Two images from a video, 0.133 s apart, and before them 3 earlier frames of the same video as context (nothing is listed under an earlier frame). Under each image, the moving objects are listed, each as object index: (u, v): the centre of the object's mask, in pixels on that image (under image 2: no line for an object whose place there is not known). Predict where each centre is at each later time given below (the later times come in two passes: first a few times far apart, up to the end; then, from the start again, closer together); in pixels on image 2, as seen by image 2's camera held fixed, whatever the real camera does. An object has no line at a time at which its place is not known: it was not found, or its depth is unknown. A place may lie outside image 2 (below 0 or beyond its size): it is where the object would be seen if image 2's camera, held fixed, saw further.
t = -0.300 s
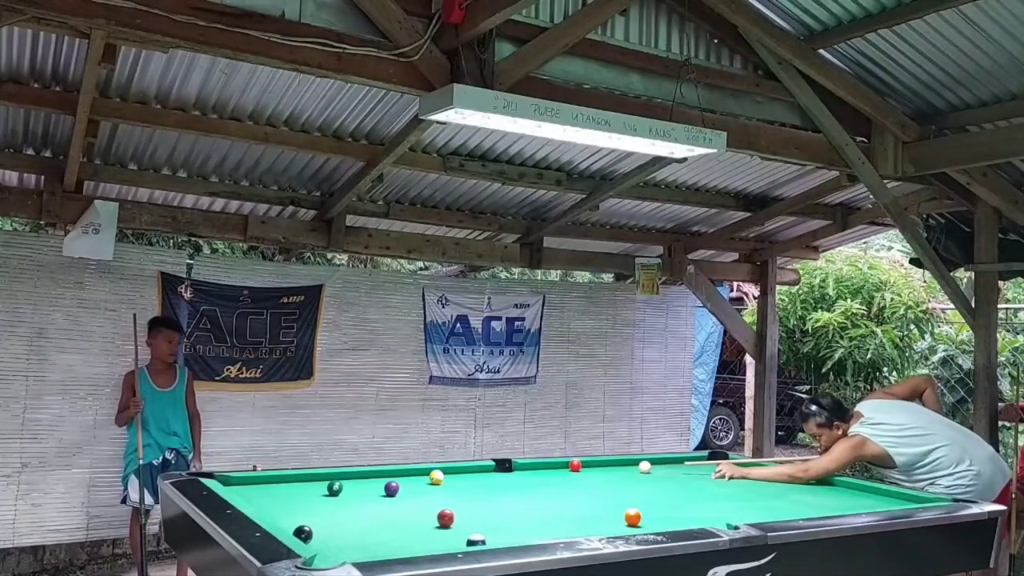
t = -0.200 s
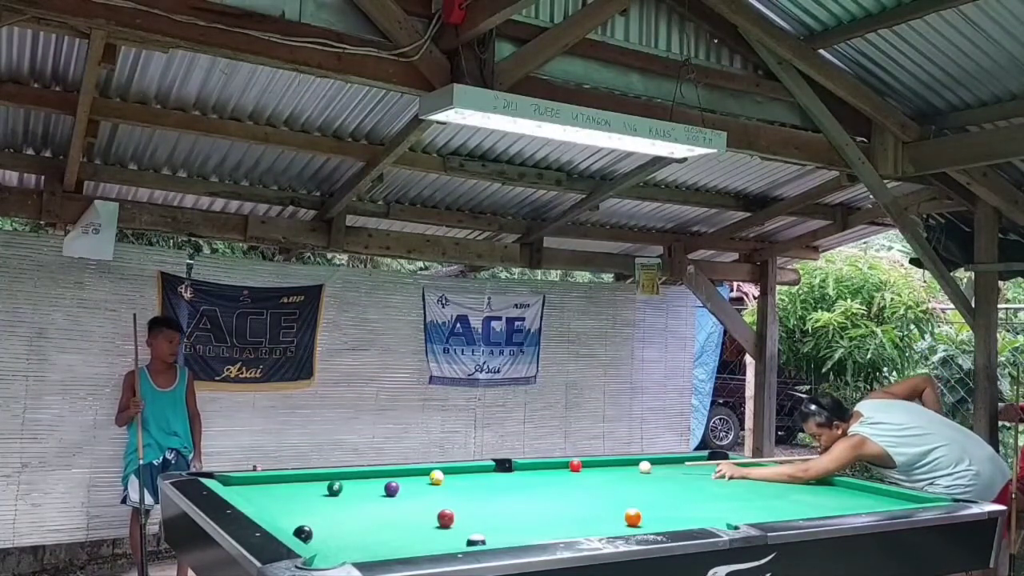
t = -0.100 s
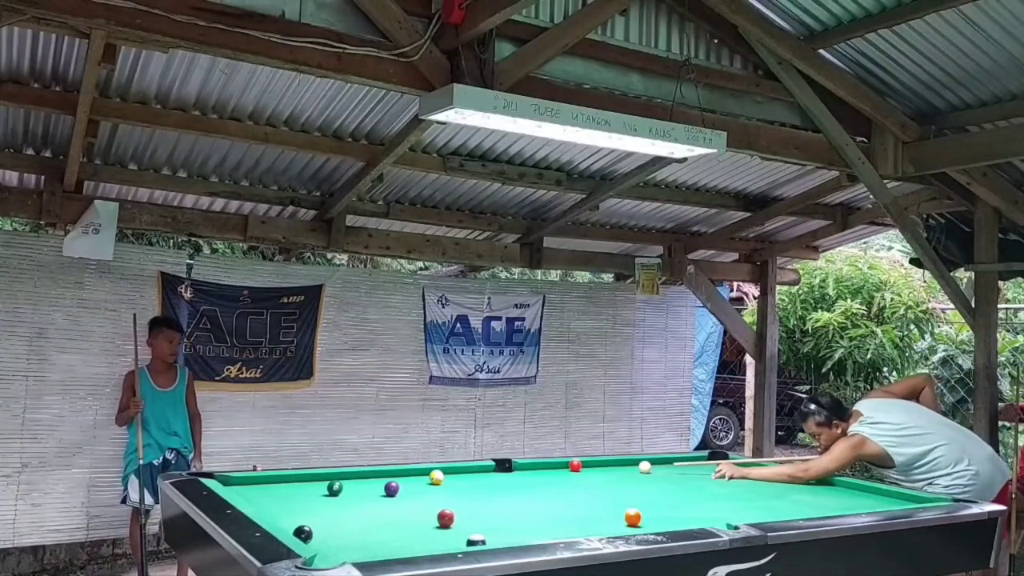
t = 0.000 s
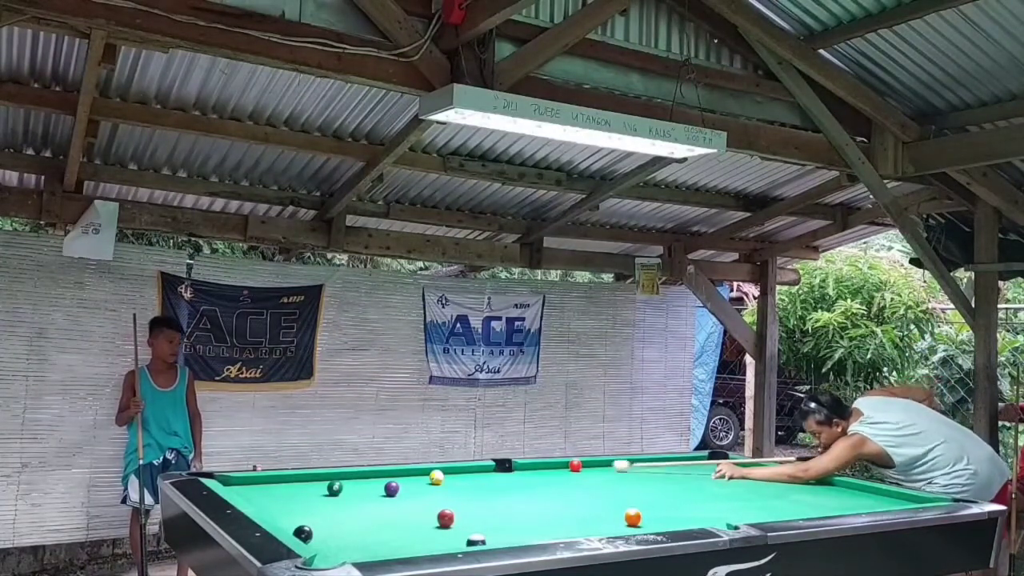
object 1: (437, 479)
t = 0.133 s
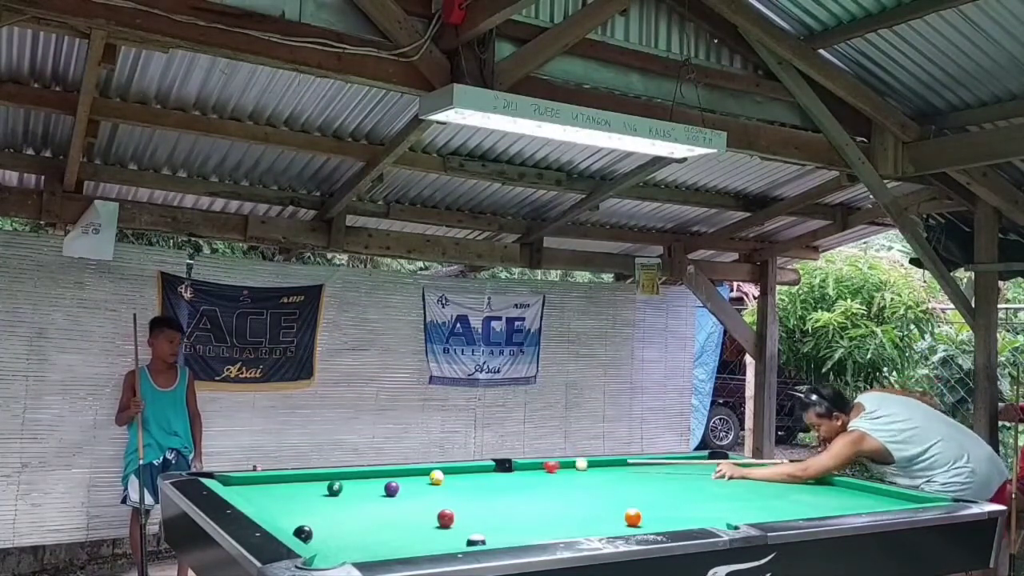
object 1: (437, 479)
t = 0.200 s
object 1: (436, 476)
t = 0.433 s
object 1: (436, 476)
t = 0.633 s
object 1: (436, 476)
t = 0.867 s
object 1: (436, 476)
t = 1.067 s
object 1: (436, 476)
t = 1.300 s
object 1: (436, 476)
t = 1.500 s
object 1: (436, 476)
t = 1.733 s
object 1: (436, 476)
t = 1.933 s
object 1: (436, 476)
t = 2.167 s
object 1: (436, 476)
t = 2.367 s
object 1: (436, 476)
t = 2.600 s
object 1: (436, 476)
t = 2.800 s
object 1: (445, 476)
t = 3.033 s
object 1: (459, 476)
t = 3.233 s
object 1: (470, 476)
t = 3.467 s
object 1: (481, 477)
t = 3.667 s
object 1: (490, 477)
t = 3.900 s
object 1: (499, 477)
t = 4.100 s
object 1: (505, 477)
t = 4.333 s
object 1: (512, 477)
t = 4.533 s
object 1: (517, 477)
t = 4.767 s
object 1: (521, 477)
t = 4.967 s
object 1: (523, 478)
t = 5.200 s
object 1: (524, 478)
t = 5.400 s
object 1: (524, 478)
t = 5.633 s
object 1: (524, 478)
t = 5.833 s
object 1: (524, 478)
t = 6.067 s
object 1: (524, 478)
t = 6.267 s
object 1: (524, 478)
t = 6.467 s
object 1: (524, 478)
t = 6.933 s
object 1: (524, 478)
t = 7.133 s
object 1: (524, 478)
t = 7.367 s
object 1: (524, 478)
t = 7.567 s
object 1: (524, 478)
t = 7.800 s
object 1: (524, 478)
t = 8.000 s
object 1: (524, 478)
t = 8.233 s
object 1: (524, 478)
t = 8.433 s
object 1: (524, 478)
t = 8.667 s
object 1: (524, 478)
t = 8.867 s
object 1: (524, 478)
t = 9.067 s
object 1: (524, 478)
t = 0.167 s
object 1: (436, 476)
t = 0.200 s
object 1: (436, 476)
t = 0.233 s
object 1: (436, 476)
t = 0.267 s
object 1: (436, 476)
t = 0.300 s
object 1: (436, 476)
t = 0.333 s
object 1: (436, 476)
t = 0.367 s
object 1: (436, 476)
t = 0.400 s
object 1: (436, 476)
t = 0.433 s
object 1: (436, 476)
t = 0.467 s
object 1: (436, 476)
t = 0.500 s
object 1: (436, 477)
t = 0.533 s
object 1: (436, 476)
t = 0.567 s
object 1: (436, 476)
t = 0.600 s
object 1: (436, 476)
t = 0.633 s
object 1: (436, 476)
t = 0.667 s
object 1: (436, 476)
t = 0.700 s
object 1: (436, 476)
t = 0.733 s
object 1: (436, 476)
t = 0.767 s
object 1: (436, 476)
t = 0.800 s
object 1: (436, 476)
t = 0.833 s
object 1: (436, 476)
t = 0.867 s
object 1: (436, 476)
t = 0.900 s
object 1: (436, 476)
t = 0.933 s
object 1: (436, 476)
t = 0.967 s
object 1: (436, 476)
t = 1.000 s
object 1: (436, 476)
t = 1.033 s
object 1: (436, 476)
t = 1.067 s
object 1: (436, 476)
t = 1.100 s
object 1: (436, 476)
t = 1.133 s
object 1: (436, 476)
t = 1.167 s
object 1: (436, 476)
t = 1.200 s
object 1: (436, 476)
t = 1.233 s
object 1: (436, 476)
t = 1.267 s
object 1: (436, 476)
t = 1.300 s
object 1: (436, 476)
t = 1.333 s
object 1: (436, 476)
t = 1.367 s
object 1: (436, 476)
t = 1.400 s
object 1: (436, 476)
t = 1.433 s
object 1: (436, 476)
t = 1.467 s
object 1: (436, 476)
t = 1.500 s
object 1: (436, 476)
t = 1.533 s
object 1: (436, 476)
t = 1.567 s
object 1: (436, 476)
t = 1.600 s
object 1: (436, 476)
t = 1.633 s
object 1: (436, 476)
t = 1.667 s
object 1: (436, 476)
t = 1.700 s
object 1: (436, 476)
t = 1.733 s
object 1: (436, 476)
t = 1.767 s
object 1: (436, 476)
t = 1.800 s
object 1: (436, 476)
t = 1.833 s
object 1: (436, 476)
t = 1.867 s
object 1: (436, 476)
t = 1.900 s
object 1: (436, 476)
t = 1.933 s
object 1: (436, 476)
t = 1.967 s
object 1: (436, 476)
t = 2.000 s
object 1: (436, 476)
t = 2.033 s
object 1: (436, 476)
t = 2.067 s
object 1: (436, 476)
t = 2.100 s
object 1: (436, 476)
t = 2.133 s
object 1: (436, 476)
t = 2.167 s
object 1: (436, 476)
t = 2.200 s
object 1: (436, 476)
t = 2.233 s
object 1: (436, 476)
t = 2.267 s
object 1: (436, 476)
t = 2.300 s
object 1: (436, 476)
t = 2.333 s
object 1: (436, 476)
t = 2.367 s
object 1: (436, 476)
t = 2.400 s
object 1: (436, 476)
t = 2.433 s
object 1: (436, 476)
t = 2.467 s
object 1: (436, 476)
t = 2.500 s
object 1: (436, 476)
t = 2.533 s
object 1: (436, 476)
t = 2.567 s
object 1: (436, 476)
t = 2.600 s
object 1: (436, 476)
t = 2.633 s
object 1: (436, 476)
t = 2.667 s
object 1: (436, 476)
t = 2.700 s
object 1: (438, 476)
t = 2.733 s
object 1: (441, 476)
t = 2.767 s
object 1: (443, 476)
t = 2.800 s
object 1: (445, 476)
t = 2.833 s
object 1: (447, 476)
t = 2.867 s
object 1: (449, 476)
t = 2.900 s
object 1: (451, 476)
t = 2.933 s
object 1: (453, 476)
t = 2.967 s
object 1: (455, 476)
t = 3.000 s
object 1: (457, 476)
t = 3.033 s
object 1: (459, 476)
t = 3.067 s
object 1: (461, 476)
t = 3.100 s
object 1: (463, 476)
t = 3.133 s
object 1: (465, 476)
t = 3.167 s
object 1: (467, 476)
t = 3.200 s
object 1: (468, 476)
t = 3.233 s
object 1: (470, 476)
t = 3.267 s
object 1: (472, 476)
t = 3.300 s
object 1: (473, 476)
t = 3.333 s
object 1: (475, 477)
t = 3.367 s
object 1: (477, 476)
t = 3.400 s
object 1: (478, 476)
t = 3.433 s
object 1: (480, 477)
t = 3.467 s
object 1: (481, 477)
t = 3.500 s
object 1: (483, 477)
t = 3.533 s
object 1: (484, 477)
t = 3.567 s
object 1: (486, 477)
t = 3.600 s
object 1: (487, 477)
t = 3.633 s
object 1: (488, 477)
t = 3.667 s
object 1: (490, 477)
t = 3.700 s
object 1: (492, 477)
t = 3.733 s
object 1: (493, 477)
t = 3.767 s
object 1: (494, 477)
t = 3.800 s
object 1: (495, 477)
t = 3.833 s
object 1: (497, 477)
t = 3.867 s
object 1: (498, 477)
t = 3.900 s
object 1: (499, 477)
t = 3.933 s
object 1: (500, 477)
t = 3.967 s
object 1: (501, 477)
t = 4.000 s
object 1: (502, 477)
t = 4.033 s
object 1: (504, 477)
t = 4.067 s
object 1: (505, 477)
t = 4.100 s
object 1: (505, 477)
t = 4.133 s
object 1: (506, 477)
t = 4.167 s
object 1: (507, 477)
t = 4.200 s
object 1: (508, 477)
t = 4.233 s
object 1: (510, 477)
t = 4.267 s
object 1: (510, 477)
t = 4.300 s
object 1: (511, 477)
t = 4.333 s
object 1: (512, 477)
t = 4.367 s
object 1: (513, 477)
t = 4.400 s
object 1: (514, 477)
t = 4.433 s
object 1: (515, 477)
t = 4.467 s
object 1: (516, 477)
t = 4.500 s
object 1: (516, 477)
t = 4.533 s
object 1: (517, 477)
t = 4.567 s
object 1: (518, 477)
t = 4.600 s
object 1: (518, 477)
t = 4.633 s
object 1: (518, 477)
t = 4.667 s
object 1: (519, 477)
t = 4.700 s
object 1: (520, 477)
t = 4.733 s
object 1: (520, 477)
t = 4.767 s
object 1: (521, 477)
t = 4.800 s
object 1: (521, 478)
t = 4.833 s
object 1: (522, 478)
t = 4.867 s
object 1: (522, 478)
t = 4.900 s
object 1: (522, 478)
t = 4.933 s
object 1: (522, 478)
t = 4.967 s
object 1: (523, 478)
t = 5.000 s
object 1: (523, 478)
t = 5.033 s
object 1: (523, 478)
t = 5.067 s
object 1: (524, 478)
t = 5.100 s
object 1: (524, 478)
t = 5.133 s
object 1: (524, 478)
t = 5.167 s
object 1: (524, 478)
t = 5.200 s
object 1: (524, 478)
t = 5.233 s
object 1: (524, 478)
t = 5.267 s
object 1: (524, 478)
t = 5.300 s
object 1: (524, 478)
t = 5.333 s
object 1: (524, 478)
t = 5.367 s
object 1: (524, 478)
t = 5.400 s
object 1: (524, 478)
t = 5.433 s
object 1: (524, 478)
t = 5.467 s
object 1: (524, 478)
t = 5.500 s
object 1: (524, 478)
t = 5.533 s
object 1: (524, 478)
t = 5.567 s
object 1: (524, 478)
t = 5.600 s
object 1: (524, 478)
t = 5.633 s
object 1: (524, 478)
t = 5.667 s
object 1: (524, 478)
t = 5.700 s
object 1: (524, 478)
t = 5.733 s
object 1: (524, 478)
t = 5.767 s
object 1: (524, 478)
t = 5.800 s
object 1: (524, 478)
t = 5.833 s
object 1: (524, 478)
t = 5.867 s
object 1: (524, 478)
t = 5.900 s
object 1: (524, 478)
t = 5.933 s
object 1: (524, 478)
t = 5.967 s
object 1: (524, 478)
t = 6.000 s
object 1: (524, 478)
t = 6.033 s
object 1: (524, 478)
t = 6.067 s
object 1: (524, 478)
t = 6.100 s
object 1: (524, 478)
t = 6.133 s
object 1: (524, 478)
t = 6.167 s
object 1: (524, 478)
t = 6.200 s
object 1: (524, 478)
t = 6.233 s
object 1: (524, 478)
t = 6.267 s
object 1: (524, 478)
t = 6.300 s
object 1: (524, 478)
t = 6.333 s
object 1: (524, 478)
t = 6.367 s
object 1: (524, 478)
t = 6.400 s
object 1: (524, 478)
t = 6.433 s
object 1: (524, 478)
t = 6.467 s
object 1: (524, 478)
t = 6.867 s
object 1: (523, 477)
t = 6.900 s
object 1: (524, 478)
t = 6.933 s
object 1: (524, 478)
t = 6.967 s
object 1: (524, 478)
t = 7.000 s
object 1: (524, 478)
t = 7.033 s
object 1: (524, 478)
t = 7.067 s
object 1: (524, 478)
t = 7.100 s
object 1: (524, 478)
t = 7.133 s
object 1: (524, 478)
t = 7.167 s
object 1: (524, 478)
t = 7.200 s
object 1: (524, 478)
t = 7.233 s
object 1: (524, 478)
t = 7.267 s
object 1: (524, 478)
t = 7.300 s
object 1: (524, 478)
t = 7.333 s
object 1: (524, 478)
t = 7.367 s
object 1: (524, 478)
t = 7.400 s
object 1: (524, 478)
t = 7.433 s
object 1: (524, 478)
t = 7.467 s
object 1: (524, 478)
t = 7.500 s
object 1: (524, 478)
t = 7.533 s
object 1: (524, 478)
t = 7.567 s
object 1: (524, 478)
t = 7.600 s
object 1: (524, 478)
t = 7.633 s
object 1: (524, 478)
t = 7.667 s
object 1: (524, 478)
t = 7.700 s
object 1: (524, 478)
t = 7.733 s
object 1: (524, 478)
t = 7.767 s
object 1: (524, 478)
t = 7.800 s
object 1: (524, 478)
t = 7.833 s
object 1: (524, 478)
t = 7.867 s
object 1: (524, 478)
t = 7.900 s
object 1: (524, 478)
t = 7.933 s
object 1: (524, 478)
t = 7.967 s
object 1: (524, 478)
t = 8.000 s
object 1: (524, 478)
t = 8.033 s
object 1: (524, 478)
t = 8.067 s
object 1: (524, 478)
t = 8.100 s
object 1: (524, 478)
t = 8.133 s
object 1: (524, 478)
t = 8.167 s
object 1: (524, 478)
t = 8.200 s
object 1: (524, 478)
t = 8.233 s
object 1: (524, 478)
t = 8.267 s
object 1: (524, 478)
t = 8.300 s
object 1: (524, 478)
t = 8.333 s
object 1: (524, 478)
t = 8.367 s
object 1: (524, 478)
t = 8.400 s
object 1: (524, 478)
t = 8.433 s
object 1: (524, 478)
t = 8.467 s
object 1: (524, 478)
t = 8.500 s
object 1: (524, 478)
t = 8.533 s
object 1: (524, 478)
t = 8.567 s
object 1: (524, 478)
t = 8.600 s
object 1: (524, 478)
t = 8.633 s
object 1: (524, 478)
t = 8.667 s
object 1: (524, 478)
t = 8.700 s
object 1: (524, 478)
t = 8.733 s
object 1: (524, 478)
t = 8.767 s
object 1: (524, 478)
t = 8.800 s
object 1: (524, 478)
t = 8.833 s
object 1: (524, 478)
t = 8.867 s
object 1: (524, 478)
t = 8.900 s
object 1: (524, 478)
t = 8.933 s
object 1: (524, 478)
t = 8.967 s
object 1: (524, 478)
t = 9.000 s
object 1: (524, 478)
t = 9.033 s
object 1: (524, 478)
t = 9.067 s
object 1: (524, 478)
